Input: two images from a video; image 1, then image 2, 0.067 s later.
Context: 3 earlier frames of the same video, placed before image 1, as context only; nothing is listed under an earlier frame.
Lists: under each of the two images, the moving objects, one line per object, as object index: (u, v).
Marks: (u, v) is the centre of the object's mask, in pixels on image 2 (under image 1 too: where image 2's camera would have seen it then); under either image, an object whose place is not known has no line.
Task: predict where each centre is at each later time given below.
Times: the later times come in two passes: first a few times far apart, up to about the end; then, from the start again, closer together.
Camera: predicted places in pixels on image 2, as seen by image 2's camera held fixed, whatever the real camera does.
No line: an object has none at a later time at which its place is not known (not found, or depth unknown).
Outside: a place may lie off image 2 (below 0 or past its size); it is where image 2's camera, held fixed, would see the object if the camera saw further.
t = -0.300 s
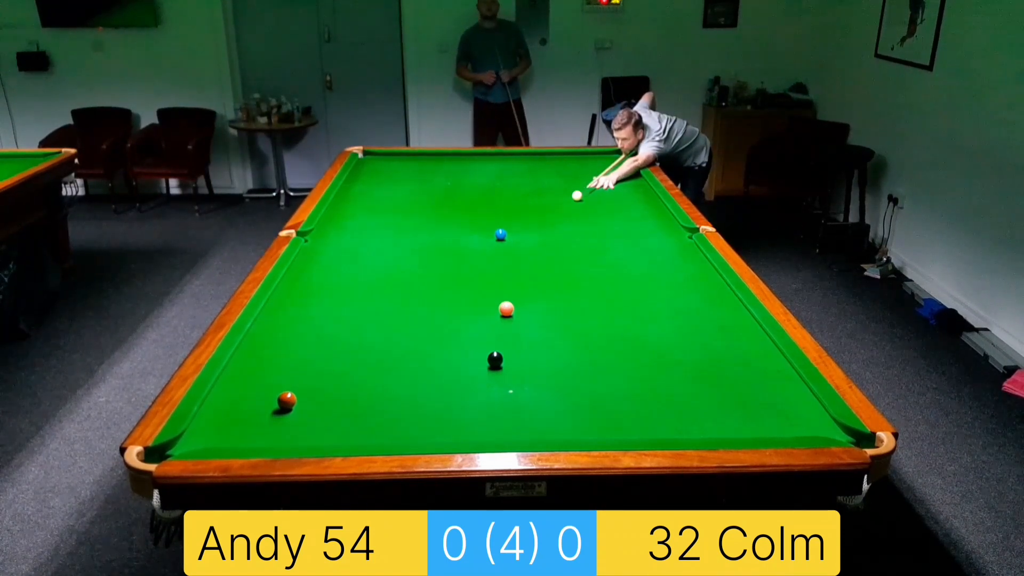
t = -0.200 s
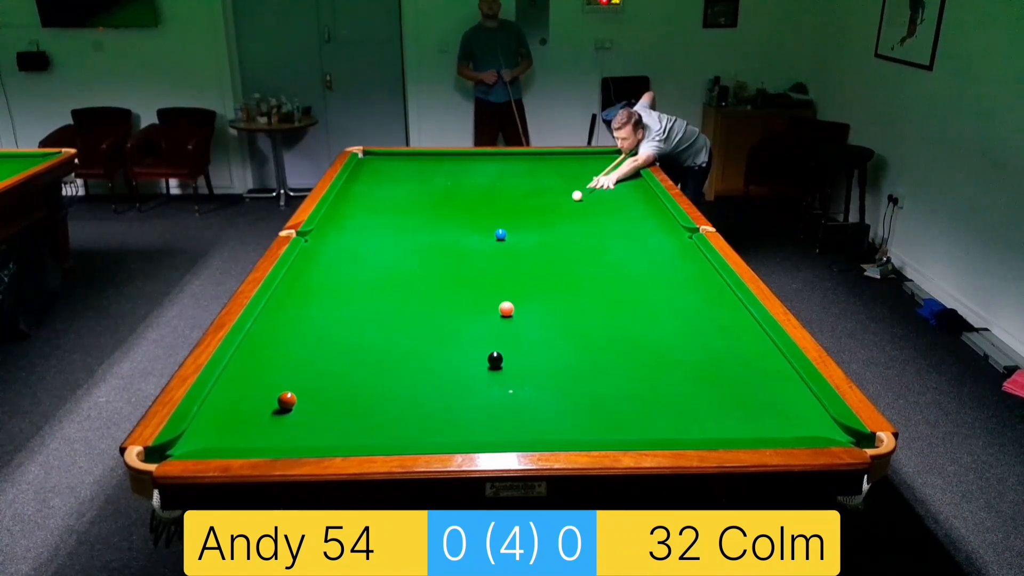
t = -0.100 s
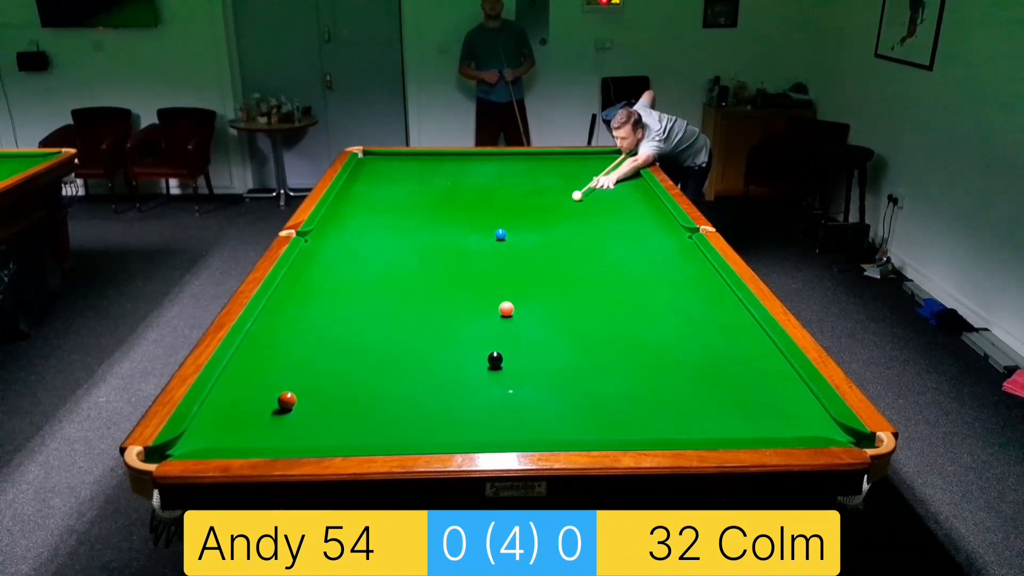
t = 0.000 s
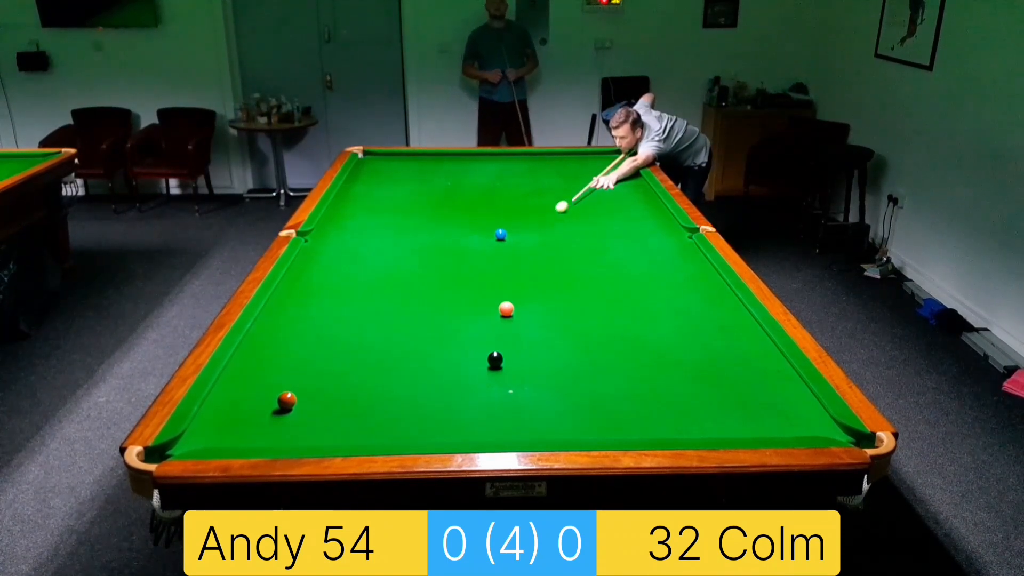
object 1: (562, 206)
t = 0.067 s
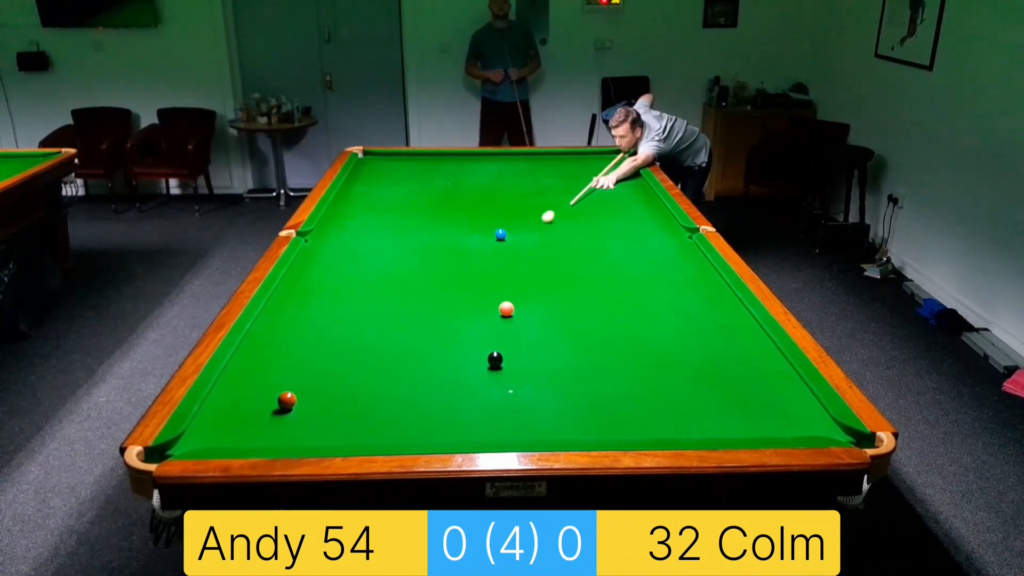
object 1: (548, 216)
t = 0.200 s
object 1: (520, 237)
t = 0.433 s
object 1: (465, 277)
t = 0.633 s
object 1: (403, 321)
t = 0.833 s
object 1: (319, 381)
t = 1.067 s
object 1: (319, 423)
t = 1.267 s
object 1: (330, 424)
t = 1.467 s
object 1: (349, 398)
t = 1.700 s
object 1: (368, 372)
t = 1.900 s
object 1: (383, 352)
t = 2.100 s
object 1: (395, 335)
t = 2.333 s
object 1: (408, 318)
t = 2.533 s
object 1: (419, 304)
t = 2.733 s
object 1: (427, 293)
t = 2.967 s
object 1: (437, 280)
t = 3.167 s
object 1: (444, 270)
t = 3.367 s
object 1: (451, 262)
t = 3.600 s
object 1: (458, 252)
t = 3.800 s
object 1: (463, 245)
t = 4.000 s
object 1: (468, 238)
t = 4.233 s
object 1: (474, 231)
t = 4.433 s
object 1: (478, 226)
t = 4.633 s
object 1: (482, 220)
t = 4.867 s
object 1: (486, 215)
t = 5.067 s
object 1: (490, 211)
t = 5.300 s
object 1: (493, 206)
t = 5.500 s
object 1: (496, 202)
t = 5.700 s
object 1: (499, 199)
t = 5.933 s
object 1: (502, 195)
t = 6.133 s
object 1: (504, 193)
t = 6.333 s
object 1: (506, 190)
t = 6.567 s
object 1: (508, 188)
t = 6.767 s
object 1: (510, 185)
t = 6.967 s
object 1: (512, 184)
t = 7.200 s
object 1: (513, 182)
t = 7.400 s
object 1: (515, 180)
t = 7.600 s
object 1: (516, 179)
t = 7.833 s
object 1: (517, 177)
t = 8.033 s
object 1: (517, 176)
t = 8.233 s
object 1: (518, 175)
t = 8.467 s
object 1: (519, 175)
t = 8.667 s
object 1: (519, 174)
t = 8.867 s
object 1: (519, 174)
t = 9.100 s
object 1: (519, 174)
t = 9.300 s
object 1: (519, 174)
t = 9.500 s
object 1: (519, 174)
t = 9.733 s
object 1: (519, 174)
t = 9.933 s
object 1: (519, 174)
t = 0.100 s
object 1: (541, 221)
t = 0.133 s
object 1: (534, 226)
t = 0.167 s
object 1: (527, 231)
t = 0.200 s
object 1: (520, 237)
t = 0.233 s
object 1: (513, 242)
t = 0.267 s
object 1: (505, 247)
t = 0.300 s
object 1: (498, 253)
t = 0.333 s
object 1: (490, 258)
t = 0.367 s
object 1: (482, 264)
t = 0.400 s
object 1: (473, 270)
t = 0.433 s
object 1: (465, 277)
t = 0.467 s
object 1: (455, 283)
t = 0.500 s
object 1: (446, 290)
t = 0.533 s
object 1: (436, 297)
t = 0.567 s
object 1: (425, 305)
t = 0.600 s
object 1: (415, 313)
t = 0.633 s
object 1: (403, 321)
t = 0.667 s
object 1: (391, 330)
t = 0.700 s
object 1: (378, 339)
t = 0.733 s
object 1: (364, 349)
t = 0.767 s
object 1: (351, 359)
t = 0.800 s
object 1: (335, 370)
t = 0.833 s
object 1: (319, 381)
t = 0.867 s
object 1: (305, 393)
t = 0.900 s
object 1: (308, 398)
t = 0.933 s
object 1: (311, 402)
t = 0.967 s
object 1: (315, 407)
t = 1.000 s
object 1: (317, 412)
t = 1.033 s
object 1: (318, 417)
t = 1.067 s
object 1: (319, 423)
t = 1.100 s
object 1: (319, 430)
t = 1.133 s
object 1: (318, 436)
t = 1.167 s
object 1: (319, 439)
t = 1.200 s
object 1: (323, 435)
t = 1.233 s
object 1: (327, 429)
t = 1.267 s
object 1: (330, 424)
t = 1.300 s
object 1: (334, 419)
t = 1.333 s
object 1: (337, 415)
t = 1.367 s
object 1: (340, 411)
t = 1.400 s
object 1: (343, 406)
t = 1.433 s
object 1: (346, 402)
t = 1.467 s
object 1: (349, 398)
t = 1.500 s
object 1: (352, 394)
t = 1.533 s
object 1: (355, 390)
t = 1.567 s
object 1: (358, 387)
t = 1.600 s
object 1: (361, 383)
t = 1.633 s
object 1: (363, 379)
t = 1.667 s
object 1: (366, 376)
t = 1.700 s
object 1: (368, 372)
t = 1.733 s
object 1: (371, 368)
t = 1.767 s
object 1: (373, 365)
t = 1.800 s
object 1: (376, 362)
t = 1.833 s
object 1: (378, 359)
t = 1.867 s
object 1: (381, 355)
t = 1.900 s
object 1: (383, 352)
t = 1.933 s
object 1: (385, 349)
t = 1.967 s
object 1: (387, 347)
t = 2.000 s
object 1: (389, 343)
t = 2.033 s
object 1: (391, 341)
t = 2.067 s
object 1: (393, 338)
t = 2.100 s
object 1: (395, 335)
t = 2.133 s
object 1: (397, 333)
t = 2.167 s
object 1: (399, 330)
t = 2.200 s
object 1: (401, 328)
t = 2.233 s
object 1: (403, 325)
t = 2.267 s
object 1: (405, 323)
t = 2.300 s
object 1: (407, 320)
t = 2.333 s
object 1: (408, 318)
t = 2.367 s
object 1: (410, 316)
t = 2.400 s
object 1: (412, 313)
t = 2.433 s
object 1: (414, 311)
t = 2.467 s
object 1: (415, 309)
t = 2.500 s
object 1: (417, 307)
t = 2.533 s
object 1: (419, 304)
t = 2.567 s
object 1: (420, 303)
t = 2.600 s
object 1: (422, 300)
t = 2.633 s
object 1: (423, 298)
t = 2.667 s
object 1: (425, 296)
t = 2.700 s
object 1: (426, 295)
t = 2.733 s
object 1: (427, 293)
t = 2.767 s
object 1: (429, 291)
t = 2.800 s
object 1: (430, 289)
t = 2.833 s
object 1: (431, 287)
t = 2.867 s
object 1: (433, 285)
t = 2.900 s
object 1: (434, 283)
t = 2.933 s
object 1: (435, 282)
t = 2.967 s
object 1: (437, 280)
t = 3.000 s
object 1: (438, 278)
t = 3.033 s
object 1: (439, 277)
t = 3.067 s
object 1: (440, 275)
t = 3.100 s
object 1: (442, 273)
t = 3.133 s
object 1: (443, 272)
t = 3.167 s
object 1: (444, 270)
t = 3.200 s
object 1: (445, 269)
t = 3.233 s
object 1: (446, 267)
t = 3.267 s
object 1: (448, 266)
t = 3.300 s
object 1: (449, 264)
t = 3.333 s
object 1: (450, 263)
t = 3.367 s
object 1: (451, 262)
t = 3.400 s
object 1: (452, 260)
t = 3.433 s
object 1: (453, 259)
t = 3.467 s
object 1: (454, 257)
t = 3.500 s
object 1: (455, 256)
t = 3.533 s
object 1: (456, 255)
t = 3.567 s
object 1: (457, 253)
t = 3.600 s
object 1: (458, 252)
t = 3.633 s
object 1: (459, 251)
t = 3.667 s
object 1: (460, 250)
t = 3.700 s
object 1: (461, 248)
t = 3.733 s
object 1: (462, 247)
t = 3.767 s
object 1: (462, 246)
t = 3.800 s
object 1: (463, 245)
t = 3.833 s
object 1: (464, 244)
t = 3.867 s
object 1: (465, 243)
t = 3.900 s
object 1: (466, 242)
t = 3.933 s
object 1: (467, 240)
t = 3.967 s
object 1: (468, 239)
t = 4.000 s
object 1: (468, 238)
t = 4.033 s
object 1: (469, 237)
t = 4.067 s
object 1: (470, 236)
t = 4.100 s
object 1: (471, 235)
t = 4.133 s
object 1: (471, 234)
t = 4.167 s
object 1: (472, 233)
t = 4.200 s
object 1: (473, 232)
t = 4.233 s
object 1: (474, 231)
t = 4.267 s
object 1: (474, 230)
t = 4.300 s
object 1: (475, 229)
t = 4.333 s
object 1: (476, 228)
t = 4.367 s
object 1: (477, 227)
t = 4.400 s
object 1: (477, 226)
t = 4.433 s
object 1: (478, 226)
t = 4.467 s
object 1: (479, 225)
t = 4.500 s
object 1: (479, 224)
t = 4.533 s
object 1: (480, 223)
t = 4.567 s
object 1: (481, 222)
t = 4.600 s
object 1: (481, 221)
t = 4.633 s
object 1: (482, 220)
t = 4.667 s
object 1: (483, 220)
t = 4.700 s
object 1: (483, 219)
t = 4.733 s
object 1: (484, 218)
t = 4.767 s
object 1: (485, 217)
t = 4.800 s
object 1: (485, 216)
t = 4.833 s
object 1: (486, 216)
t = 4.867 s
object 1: (486, 215)
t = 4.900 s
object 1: (487, 214)
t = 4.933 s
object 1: (488, 214)
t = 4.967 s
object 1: (488, 213)
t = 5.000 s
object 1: (489, 212)
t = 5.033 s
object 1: (489, 211)
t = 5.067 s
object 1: (490, 211)
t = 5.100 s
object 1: (490, 210)
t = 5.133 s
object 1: (491, 209)
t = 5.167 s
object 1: (491, 209)
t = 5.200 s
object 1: (492, 208)
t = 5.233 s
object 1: (492, 207)
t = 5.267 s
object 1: (493, 207)
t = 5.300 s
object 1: (493, 206)
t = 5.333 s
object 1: (494, 205)
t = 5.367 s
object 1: (494, 205)
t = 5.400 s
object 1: (495, 204)
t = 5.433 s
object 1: (495, 204)
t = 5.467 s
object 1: (496, 203)
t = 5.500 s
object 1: (496, 202)
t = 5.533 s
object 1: (497, 202)
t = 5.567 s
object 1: (497, 201)
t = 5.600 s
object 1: (498, 201)
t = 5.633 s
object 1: (498, 200)
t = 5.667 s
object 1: (498, 200)
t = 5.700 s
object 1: (499, 199)
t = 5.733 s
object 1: (499, 198)
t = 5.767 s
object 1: (500, 198)
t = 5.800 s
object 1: (500, 197)
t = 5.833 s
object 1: (501, 197)
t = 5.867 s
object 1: (501, 196)
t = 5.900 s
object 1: (502, 196)
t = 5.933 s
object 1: (502, 195)
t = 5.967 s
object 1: (502, 195)
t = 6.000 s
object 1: (503, 194)
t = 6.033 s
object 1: (503, 194)
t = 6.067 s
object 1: (503, 194)
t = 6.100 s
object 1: (504, 193)
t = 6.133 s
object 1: (504, 193)
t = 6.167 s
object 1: (504, 192)
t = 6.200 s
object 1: (505, 192)
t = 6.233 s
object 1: (505, 191)
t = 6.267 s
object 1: (505, 191)
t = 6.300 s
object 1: (506, 191)
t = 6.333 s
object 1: (506, 190)
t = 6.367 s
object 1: (507, 190)
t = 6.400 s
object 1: (507, 189)
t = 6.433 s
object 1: (507, 189)
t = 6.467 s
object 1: (507, 189)
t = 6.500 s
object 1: (508, 188)
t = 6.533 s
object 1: (508, 188)
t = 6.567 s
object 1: (508, 188)
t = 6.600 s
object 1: (509, 187)
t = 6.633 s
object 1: (509, 187)
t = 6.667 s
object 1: (509, 186)
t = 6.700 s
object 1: (510, 186)
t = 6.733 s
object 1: (510, 186)
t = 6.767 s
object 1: (510, 185)
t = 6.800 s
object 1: (510, 185)
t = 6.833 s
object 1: (511, 185)
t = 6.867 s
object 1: (511, 184)
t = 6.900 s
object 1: (511, 184)
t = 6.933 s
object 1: (511, 184)
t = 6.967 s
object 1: (512, 184)
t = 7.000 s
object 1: (512, 183)
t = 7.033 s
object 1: (512, 183)
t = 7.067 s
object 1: (513, 183)
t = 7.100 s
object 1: (513, 182)
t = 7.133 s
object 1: (513, 182)
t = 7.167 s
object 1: (513, 182)
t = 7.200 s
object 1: (513, 182)
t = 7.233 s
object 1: (514, 181)
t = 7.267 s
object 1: (514, 181)
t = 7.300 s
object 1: (514, 181)
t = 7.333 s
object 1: (514, 181)
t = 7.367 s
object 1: (515, 180)
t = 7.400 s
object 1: (515, 180)
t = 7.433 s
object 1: (515, 180)
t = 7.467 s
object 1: (515, 180)
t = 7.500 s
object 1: (515, 179)
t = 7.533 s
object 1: (515, 179)
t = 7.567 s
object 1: (515, 179)
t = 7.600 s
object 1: (516, 179)
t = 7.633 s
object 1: (516, 178)
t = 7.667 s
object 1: (516, 178)
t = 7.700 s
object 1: (516, 178)
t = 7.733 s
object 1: (516, 178)
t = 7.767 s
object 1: (516, 178)
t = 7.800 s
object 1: (516, 177)
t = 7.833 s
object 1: (517, 177)
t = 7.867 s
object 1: (517, 177)
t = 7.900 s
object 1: (517, 177)
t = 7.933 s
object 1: (517, 177)
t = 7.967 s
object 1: (517, 177)
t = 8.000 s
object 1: (517, 176)
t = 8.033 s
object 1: (517, 176)
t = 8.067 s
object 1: (517, 176)
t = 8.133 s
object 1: (518, 176)
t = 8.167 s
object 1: (518, 176)
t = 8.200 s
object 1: (518, 176)
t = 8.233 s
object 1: (518, 175)
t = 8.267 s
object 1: (518, 175)
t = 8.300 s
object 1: (518, 175)
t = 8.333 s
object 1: (518, 175)
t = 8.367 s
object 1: (518, 175)
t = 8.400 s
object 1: (518, 175)
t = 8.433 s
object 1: (518, 175)
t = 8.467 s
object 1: (519, 175)
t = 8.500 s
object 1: (519, 175)
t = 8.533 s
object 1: (519, 174)
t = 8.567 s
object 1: (519, 174)
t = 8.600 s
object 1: (519, 174)
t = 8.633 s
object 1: (519, 174)
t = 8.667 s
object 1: (519, 174)
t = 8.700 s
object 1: (519, 174)
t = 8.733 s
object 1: (519, 174)
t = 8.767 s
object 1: (519, 174)
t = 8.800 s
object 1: (519, 174)
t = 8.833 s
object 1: (519, 174)
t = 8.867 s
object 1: (519, 174)
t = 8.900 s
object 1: (519, 174)
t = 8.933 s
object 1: (519, 174)
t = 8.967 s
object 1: (519, 174)
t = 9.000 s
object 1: (519, 174)
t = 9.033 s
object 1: (519, 174)
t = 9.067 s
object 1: (519, 174)
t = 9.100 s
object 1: (519, 174)
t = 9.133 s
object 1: (519, 174)
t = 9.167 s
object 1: (519, 174)
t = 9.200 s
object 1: (519, 174)
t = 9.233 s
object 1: (519, 174)
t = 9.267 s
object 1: (519, 174)
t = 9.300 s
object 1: (519, 174)
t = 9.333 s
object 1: (519, 174)
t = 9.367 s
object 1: (519, 174)
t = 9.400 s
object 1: (519, 174)
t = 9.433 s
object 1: (519, 174)
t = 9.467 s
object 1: (519, 174)
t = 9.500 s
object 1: (519, 174)
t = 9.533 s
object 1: (519, 174)
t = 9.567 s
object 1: (519, 174)
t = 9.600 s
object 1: (519, 174)
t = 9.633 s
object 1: (519, 174)
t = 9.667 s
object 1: (519, 174)
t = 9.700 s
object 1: (519, 174)
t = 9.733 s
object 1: (519, 174)
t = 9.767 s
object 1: (519, 174)
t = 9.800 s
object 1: (519, 174)
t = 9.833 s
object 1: (519, 174)
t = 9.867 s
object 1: (519, 174)
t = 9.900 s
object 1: (519, 174)
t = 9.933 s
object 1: (519, 174)
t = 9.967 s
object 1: (519, 174)
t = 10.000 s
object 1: (519, 174)
